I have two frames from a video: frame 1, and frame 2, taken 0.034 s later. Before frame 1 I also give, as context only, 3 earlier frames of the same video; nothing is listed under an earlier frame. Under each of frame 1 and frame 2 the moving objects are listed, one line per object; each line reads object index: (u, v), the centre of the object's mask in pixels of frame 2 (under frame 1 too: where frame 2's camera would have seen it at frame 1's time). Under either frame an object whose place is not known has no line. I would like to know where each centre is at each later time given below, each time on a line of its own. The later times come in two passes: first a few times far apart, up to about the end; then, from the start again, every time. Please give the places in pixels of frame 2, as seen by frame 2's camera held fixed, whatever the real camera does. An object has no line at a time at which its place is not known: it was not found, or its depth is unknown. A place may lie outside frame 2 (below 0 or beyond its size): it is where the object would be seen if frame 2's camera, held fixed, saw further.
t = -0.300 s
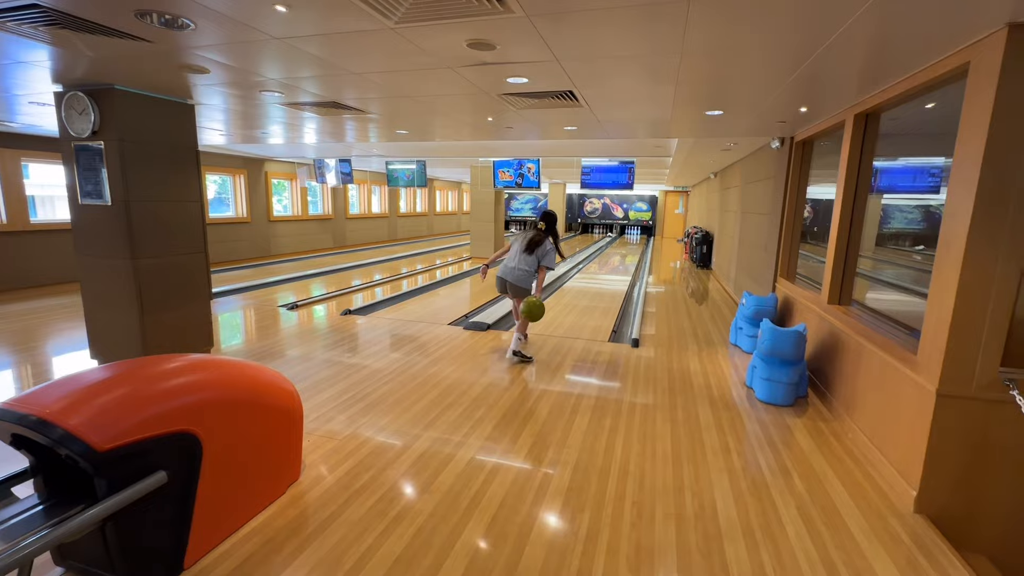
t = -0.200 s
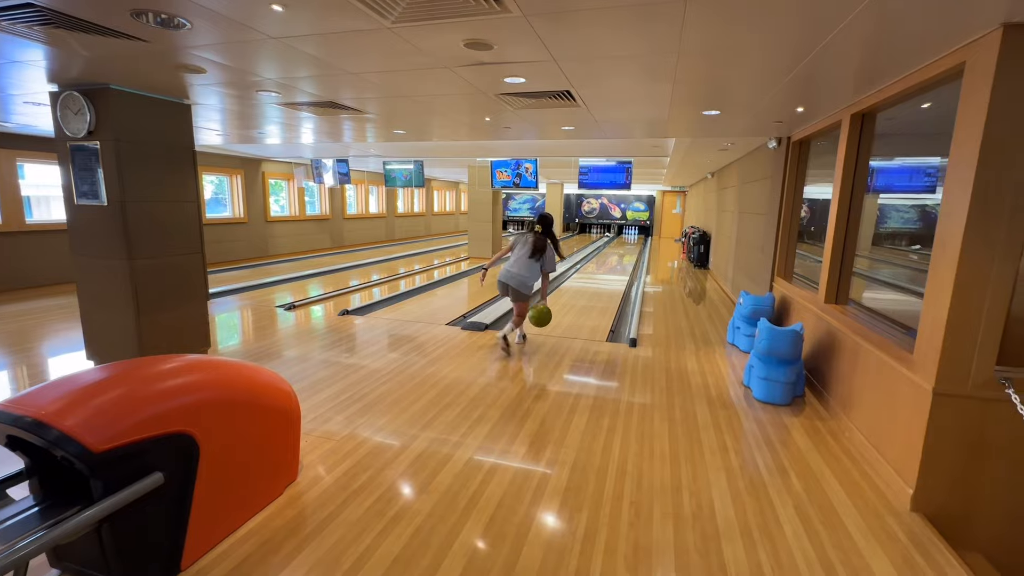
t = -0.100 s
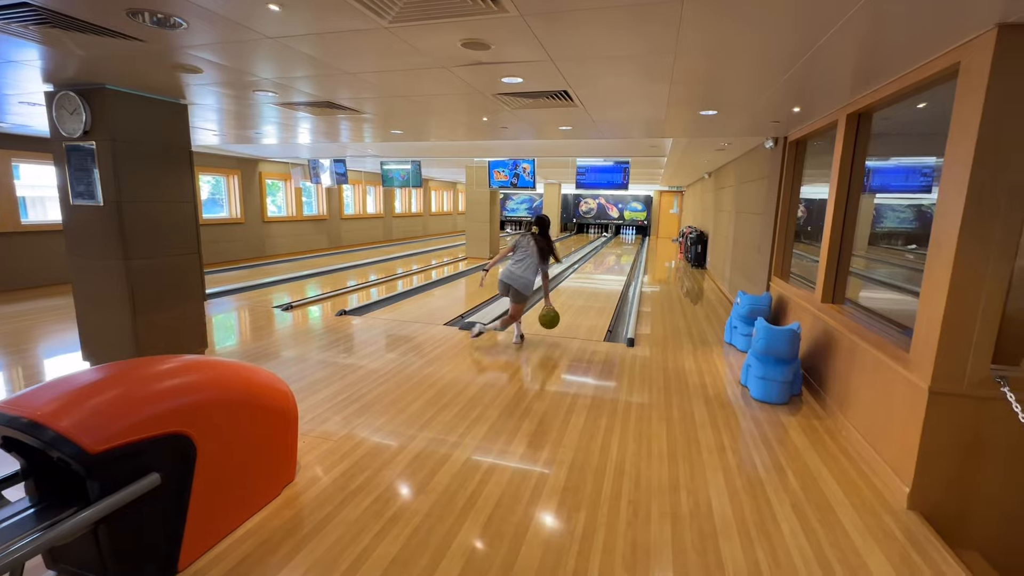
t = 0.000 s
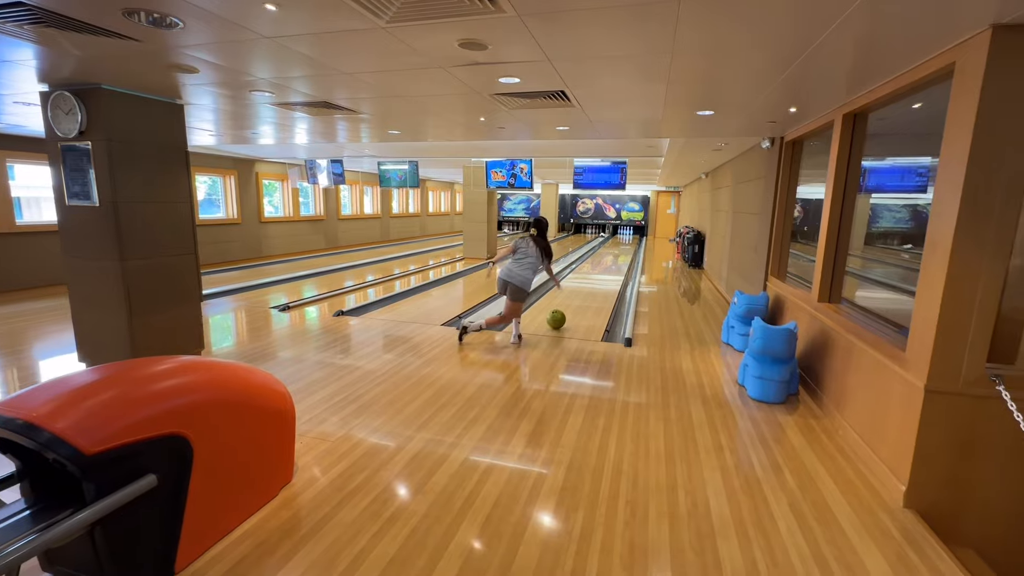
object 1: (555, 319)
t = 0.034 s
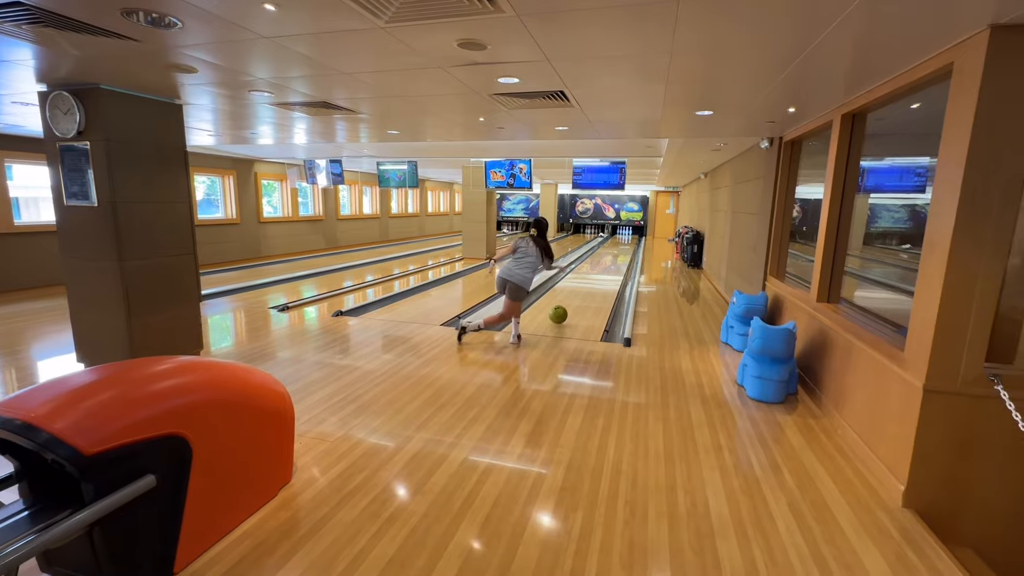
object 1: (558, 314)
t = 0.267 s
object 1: (573, 297)
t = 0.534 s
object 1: (585, 282)
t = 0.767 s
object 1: (592, 273)
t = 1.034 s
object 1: (599, 265)
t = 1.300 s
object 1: (604, 259)
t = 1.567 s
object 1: (607, 255)
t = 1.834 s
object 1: (610, 251)
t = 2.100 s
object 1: (612, 248)
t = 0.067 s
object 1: (561, 311)
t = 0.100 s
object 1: (563, 308)
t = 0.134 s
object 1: (565, 306)
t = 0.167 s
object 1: (567, 303)
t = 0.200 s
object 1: (570, 301)
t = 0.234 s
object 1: (572, 299)
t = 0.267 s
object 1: (573, 297)
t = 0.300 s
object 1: (575, 294)
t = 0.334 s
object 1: (577, 292)
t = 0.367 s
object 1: (578, 290)
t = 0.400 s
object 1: (580, 288)
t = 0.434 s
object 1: (581, 287)
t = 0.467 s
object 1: (582, 285)
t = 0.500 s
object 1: (584, 283)
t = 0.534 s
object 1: (585, 282)
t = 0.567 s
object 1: (586, 280)
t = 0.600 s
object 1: (587, 279)
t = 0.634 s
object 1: (588, 278)
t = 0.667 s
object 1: (590, 276)
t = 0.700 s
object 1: (590, 275)
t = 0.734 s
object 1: (591, 274)
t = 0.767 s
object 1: (592, 273)
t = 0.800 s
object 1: (594, 272)
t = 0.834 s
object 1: (594, 271)
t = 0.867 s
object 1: (595, 270)
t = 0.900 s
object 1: (596, 268)
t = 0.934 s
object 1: (597, 268)
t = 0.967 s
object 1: (597, 267)
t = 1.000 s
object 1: (598, 266)
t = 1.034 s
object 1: (599, 265)
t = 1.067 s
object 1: (599, 264)
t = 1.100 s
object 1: (600, 264)
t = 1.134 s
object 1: (601, 263)
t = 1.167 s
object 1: (601, 262)
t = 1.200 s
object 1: (602, 261)
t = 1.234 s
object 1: (602, 261)
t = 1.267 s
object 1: (603, 260)
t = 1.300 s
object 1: (604, 259)
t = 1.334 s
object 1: (604, 259)
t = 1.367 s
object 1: (605, 258)
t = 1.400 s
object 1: (605, 257)
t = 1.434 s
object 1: (605, 257)
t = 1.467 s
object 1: (606, 256)
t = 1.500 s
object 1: (607, 256)
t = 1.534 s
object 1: (607, 255)
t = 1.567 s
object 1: (607, 255)
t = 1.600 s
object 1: (607, 254)
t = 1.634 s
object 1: (608, 254)
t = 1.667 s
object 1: (608, 253)
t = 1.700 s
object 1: (609, 253)
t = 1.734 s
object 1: (609, 253)
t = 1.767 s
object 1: (609, 252)
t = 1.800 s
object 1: (609, 251)
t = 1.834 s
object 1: (610, 251)
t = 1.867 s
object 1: (611, 250)
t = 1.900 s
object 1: (611, 250)
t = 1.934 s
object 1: (611, 250)
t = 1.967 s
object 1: (611, 249)
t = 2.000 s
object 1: (611, 249)
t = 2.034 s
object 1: (612, 249)
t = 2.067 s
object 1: (612, 248)
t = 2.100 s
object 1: (612, 248)
